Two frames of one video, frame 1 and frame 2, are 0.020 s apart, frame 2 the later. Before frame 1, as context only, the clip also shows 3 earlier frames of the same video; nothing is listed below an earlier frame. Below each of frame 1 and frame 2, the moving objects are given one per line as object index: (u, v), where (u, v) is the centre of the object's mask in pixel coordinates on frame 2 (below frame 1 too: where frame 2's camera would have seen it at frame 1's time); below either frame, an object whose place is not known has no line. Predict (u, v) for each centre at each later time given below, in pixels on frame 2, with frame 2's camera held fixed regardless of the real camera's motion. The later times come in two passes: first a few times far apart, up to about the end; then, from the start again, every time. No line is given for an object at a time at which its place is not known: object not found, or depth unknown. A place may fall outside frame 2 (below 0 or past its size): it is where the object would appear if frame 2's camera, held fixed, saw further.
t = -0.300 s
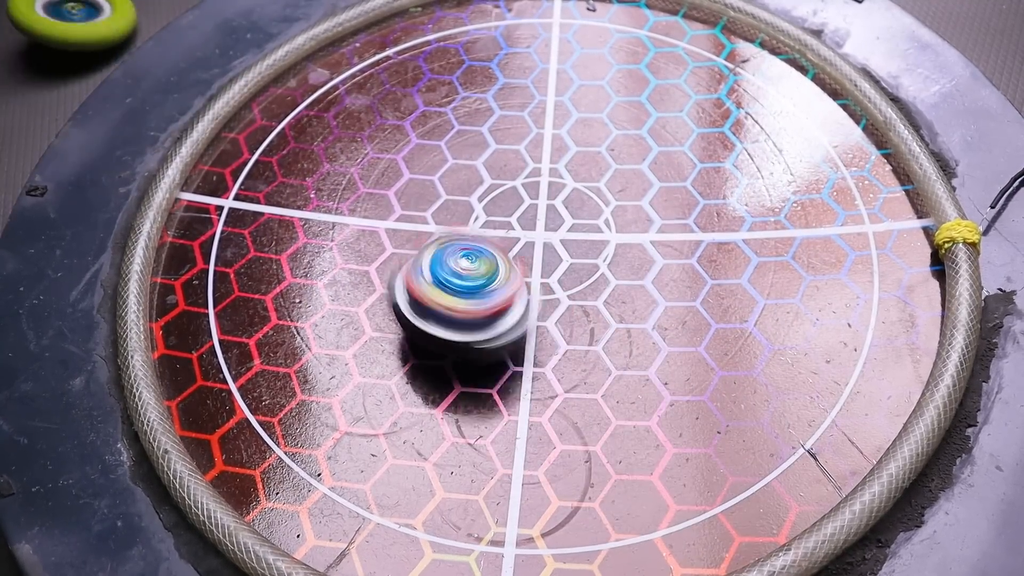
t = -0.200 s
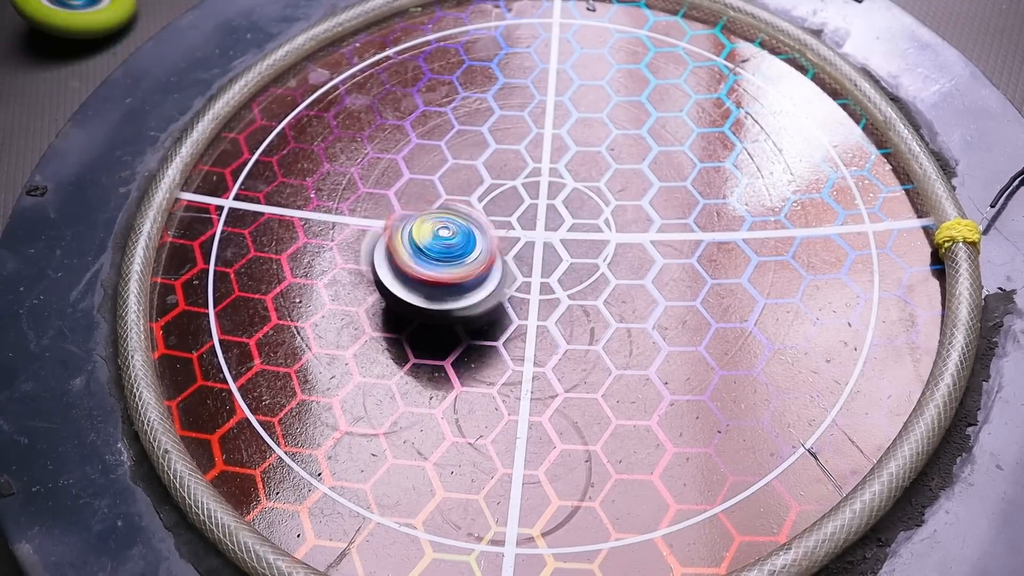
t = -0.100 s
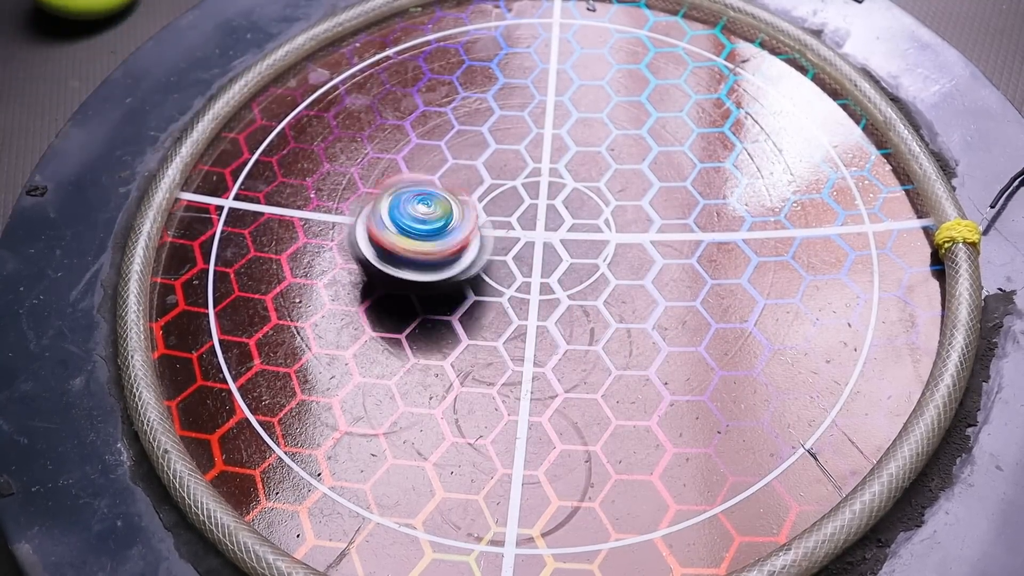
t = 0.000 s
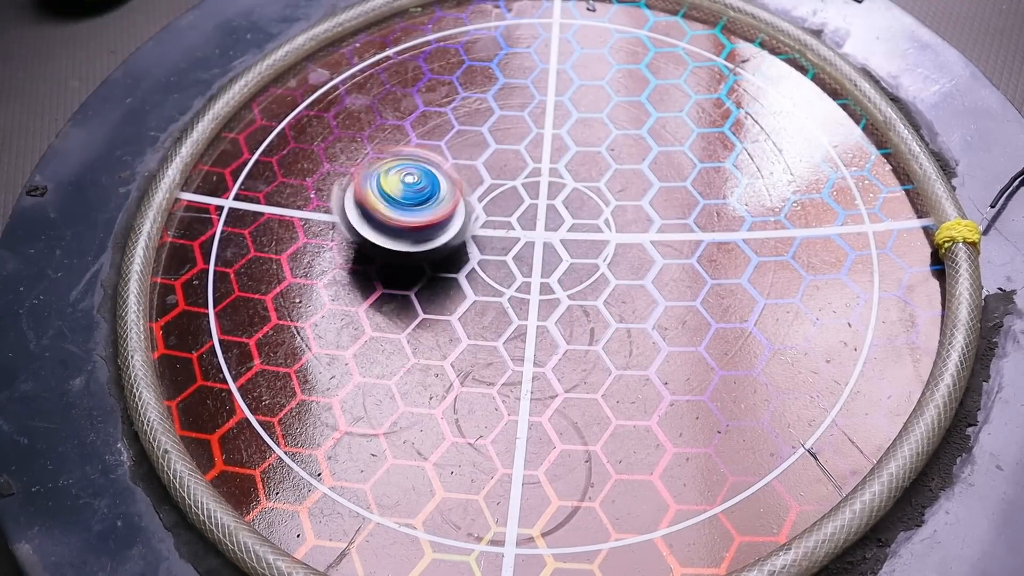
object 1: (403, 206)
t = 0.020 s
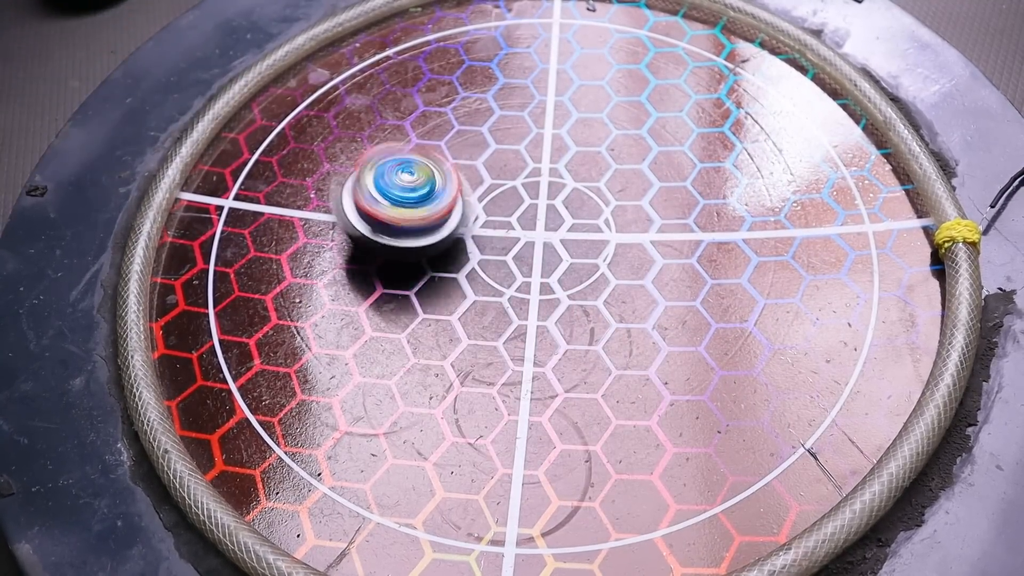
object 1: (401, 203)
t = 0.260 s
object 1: (390, 147)
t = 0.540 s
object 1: (409, 101)
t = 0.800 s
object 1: (449, 82)
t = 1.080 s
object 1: (512, 83)
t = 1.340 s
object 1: (575, 113)
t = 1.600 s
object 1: (626, 154)
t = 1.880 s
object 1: (655, 210)
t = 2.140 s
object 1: (645, 261)
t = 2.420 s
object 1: (596, 310)
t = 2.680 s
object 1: (524, 329)
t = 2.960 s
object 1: (454, 308)
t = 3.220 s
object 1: (411, 269)
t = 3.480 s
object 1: (396, 213)
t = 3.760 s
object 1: (412, 165)
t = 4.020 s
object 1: (445, 136)
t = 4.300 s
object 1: (498, 122)
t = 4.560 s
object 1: (549, 127)
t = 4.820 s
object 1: (591, 150)
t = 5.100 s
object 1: (617, 190)
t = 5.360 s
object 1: (620, 227)
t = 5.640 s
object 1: (584, 266)
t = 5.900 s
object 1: (539, 289)
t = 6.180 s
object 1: (479, 280)
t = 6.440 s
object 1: (438, 251)
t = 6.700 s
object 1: (421, 219)
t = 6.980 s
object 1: (424, 181)
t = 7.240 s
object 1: (447, 156)
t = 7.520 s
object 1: (483, 142)
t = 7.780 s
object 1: (520, 144)
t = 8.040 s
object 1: (554, 162)
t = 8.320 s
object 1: (580, 186)
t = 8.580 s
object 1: (583, 220)
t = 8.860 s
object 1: (569, 249)
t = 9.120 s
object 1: (546, 268)
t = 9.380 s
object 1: (512, 272)
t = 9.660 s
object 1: (480, 251)
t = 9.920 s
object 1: (462, 227)
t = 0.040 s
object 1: (399, 196)
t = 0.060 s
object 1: (399, 193)
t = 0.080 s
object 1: (396, 186)
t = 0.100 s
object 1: (396, 182)
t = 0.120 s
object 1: (393, 176)
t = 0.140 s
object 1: (393, 171)
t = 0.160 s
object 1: (390, 167)
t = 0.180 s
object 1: (391, 163)
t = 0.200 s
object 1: (389, 159)
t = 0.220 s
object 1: (390, 154)
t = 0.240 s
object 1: (389, 150)
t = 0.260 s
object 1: (390, 147)
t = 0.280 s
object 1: (389, 144)
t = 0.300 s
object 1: (391, 140)
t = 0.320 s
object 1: (391, 137)
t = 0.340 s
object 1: (393, 134)
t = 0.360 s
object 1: (393, 131)
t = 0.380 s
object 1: (395, 127)
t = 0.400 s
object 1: (396, 124)
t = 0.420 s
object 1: (398, 120)
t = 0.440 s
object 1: (399, 117)
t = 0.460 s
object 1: (401, 113)
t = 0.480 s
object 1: (402, 111)
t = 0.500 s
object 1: (404, 108)
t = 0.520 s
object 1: (407, 103)
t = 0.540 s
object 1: (409, 101)
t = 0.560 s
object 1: (413, 98)
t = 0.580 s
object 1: (414, 97)
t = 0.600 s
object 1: (418, 94)
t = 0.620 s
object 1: (420, 89)
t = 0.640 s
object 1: (424, 90)
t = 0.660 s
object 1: (426, 86)
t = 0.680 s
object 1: (430, 85)
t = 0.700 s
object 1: (432, 83)
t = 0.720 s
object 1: (435, 83)
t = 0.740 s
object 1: (438, 82)
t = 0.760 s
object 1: (441, 83)
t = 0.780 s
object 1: (444, 82)
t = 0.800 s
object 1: (449, 82)
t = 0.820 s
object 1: (452, 82)
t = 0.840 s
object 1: (457, 83)
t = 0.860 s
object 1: (461, 81)
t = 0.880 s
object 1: (467, 82)
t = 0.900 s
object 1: (471, 82)
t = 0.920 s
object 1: (476, 81)
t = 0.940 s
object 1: (480, 83)
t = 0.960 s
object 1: (485, 82)
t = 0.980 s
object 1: (489, 84)
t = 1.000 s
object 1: (495, 82)
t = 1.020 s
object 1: (498, 84)
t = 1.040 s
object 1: (503, 81)
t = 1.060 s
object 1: (506, 82)
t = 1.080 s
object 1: (512, 83)
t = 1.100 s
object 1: (516, 85)
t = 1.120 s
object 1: (520, 85)
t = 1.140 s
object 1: (526, 88)
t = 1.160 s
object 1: (529, 90)
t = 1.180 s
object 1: (535, 93)
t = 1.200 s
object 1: (539, 94)
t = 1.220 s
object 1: (545, 97)
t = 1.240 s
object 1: (550, 99)
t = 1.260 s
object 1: (555, 103)
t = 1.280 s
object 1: (560, 105)
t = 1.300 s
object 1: (565, 108)
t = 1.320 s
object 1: (569, 110)
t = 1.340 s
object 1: (575, 113)
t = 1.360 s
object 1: (579, 117)
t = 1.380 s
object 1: (585, 117)
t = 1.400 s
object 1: (590, 121)
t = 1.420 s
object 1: (595, 120)
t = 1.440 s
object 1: (597, 125)
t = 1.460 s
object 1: (602, 126)
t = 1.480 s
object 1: (606, 130)
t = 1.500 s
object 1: (609, 132)
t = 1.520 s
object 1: (612, 138)
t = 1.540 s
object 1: (615, 139)
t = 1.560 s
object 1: (620, 146)
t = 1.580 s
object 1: (623, 149)
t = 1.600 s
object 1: (626, 154)
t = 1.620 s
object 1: (629, 157)
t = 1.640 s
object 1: (633, 164)
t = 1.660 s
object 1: (635, 167)
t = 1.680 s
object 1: (641, 170)
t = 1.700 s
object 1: (642, 173)
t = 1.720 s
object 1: (646, 174)
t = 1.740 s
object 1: (647, 180)
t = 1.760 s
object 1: (650, 183)
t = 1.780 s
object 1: (652, 186)
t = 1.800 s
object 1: (651, 190)
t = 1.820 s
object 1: (653, 196)
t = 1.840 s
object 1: (653, 199)
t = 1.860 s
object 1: (655, 205)
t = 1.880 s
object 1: (655, 210)
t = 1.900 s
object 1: (656, 215)
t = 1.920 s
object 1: (656, 218)
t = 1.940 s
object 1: (657, 223)
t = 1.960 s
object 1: (656, 228)
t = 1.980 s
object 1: (658, 231)
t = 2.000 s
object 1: (656, 234)
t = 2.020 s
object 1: (658, 236)
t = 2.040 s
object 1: (656, 242)
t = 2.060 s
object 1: (656, 244)
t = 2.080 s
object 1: (656, 246)
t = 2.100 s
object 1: (648, 251)
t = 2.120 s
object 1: (647, 258)
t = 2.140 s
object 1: (645, 261)
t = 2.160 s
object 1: (644, 266)
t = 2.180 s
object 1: (640, 271)
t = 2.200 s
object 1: (638, 277)
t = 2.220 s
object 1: (634, 281)
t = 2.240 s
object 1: (633, 285)
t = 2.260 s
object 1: (629, 288)
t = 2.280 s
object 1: (629, 287)
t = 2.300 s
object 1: (625, 292)
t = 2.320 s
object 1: (619, 293)
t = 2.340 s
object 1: (618, 297)
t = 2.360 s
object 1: (610, 301)
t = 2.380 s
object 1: (605, 303)
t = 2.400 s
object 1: (600, 307)
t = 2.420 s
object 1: (596, 310)
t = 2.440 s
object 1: (590, 316)
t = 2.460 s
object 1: (586, 319)
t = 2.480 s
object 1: (580, 321)
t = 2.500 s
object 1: (577, 322)
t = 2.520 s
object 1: (571, 323)
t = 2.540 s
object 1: (567, 321)
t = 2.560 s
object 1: (562, 323)
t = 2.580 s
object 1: (553, 323)
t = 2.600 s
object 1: (547, 325)
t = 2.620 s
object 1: (541, 325)
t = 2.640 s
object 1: (536, 327)
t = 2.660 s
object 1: (529, 327)
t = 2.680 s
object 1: (524, 329)
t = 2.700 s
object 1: (518, 329)
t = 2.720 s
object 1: (512, 325)
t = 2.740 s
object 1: (508, 327)
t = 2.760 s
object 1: (500, 322)
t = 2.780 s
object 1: (497, 324)
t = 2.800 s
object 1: (489, 321)
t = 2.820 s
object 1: (484, 321)
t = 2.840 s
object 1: (478, 320)
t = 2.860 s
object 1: (475, 321)
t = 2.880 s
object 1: (469, 320)
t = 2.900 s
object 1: (467, 319)
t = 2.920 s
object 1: (461, 314)
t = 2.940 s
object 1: (460, 312)
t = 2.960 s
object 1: (454, 308)
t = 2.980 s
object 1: (449, 303)
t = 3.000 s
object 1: (444, 302)
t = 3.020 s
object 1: (440, 300)
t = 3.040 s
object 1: (437, 299)
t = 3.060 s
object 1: (433, 297)
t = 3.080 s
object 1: (432, 294)
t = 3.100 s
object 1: (429, 291)
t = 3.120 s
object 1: (428, 283)
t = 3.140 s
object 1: (425, 281)
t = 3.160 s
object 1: (419, 274)
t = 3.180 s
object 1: (416, 272)
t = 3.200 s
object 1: (412, 270)
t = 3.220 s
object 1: (411, 269)
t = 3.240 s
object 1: (408, 266)
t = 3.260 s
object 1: (408, 261)
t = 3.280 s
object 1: (405, 257)
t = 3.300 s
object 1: (407, 250)
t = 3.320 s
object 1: (404, 245)
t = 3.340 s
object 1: (401, 241)
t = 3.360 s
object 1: (400, 238)
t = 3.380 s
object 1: (397, 235)
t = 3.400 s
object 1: (397, 233)
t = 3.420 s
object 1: (397, 229)
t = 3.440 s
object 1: (397, 223)
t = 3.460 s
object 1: (396, 217)
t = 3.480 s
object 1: (396, 213)
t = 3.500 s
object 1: (399, 209)
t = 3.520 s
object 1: (396, 205)
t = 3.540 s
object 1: (396, 204)
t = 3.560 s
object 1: (397, 201)
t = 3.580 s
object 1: (399, 197)
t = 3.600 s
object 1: (400, 192)
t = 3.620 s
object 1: (400, 187)
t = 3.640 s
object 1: (402, 184)
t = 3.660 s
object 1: (400, 180)
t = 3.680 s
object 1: (404, 179)
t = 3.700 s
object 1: (404, 176)
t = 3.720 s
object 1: (408, 173)
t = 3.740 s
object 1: (409, 170)
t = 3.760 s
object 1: (412, 165)
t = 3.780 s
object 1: (412, 163)
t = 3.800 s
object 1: (415, 158)
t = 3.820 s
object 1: (417, 156)
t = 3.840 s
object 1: (419, 154)
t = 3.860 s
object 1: (423, 153)
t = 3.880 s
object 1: (425, 152)
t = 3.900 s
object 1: (428, 147)
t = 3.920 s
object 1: (431, 145)
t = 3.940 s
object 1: (433, 140)
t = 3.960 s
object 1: (437, 138)
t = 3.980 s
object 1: (438, 135)
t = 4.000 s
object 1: (442, 137)
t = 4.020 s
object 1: (445, 136)
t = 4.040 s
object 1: (449, 134)
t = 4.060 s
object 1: (453, 129)
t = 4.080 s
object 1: (456, 127)
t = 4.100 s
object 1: (459, 125)
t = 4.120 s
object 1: (461, 124)
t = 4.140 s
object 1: (467, 126)
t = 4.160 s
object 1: (471, 126)
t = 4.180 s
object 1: (476, 125)
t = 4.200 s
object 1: (479, 122)
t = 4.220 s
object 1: (482, 119)
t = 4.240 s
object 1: (485, 120)
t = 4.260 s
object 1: (489, 119)
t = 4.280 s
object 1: (494, 121)
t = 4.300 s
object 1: (498, 122)
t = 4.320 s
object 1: (503, 120)
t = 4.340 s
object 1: (506, 119)
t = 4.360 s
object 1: (510, 118)
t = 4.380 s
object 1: (514, 119)
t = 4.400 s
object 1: (516, 120)
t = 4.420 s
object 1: (521, 122)
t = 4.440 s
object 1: (525, 122)
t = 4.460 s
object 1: (530, 121)
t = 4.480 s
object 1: (534, 121)
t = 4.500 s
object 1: (536, 119)
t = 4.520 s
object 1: (540, 122)
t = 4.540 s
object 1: (544, 124)
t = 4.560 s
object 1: (549, 127)
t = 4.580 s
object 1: (553, 130)
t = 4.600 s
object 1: (559, 129)
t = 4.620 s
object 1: (563, 129)
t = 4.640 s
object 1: (564, 129)
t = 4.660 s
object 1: (567, 133)
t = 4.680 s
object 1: (570, 136)
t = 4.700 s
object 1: (574, 140)
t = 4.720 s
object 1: (577, 141)
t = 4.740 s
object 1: (584, 140)
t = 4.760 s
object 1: (584, 142)
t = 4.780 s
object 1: (586, 143)
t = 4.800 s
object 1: (589, 146)
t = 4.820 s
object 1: (591, 150)
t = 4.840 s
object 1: (596, 154)
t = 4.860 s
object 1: (599, 156)
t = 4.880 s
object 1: (602, 153)
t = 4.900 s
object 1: (602, 159)
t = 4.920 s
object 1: (603, 160)
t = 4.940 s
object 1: (605, 164)
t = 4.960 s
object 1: (607, 170)
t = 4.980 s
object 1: (611, 171)
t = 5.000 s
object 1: (612, 173)
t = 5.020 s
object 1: (613, 173)
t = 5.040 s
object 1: (612, 178)
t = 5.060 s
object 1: (614, 182)
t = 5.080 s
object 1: (616, 187)
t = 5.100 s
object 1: (617, 190)
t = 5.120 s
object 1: (621, 189)
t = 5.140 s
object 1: (621, 193)
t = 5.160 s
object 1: (617, 196)
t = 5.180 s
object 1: (618, 201)
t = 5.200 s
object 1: (619, 206)
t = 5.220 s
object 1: (622, 207)
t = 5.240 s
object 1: (621, 211)
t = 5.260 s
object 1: (621, 211)
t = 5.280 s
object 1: (619, 216)
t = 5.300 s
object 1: (618, 220)
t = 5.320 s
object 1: (619, 225)
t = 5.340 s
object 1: (618, 228)
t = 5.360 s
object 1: (620, 227)
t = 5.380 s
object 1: (619, 229)
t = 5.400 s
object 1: (613, 233)
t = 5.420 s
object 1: (611, 240)
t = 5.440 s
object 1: (609, 244)
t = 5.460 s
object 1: (610, 245)
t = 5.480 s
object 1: (608, 247)
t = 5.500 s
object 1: (604, 248)
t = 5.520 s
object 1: (601, 252)
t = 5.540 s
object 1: (598, 255)
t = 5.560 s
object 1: (598, 260)
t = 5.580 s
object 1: (595, 263)
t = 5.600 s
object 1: (594, 261)
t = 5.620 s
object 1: (588, 264)
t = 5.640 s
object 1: (584, 266)
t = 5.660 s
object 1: (582, 272)
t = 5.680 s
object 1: (579, 274)
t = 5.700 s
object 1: (579, 273)
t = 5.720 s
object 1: (574, 275)
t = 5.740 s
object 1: (568, 276)
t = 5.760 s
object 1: (564, 281)
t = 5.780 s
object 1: (560, 283)
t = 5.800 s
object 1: (559, 282)
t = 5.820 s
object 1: (557, 283)
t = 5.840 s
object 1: (550, 282)
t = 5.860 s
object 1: (545, 286)
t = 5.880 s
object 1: (541, 287)
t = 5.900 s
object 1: (539, 289)
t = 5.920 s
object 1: (536, 286)
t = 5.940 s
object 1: (529, 285)
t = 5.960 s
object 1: (524, 288)
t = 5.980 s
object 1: (521, 287)
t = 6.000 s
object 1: (519, 289)
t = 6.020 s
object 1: (513, 287)
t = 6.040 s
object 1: (508, 283)
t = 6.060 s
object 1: (504, 283)
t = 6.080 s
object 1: (499, 285)
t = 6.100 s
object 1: (497, 286)
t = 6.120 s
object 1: (492, 283)
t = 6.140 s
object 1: (488, 279)
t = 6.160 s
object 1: (483, 280)
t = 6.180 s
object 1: (479, 280)
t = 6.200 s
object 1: (476, 280)
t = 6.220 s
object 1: (473, 278)
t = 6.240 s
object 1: (470, 273)
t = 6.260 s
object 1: (465, 273)
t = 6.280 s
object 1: (462, 271)
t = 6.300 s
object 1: (460, 273)
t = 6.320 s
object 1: (458, 269)
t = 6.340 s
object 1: (454, 262)
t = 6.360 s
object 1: (451, 261)
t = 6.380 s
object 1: (446, 260)
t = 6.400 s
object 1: (445, 261)
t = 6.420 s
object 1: (442, 257)
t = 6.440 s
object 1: (438, 251)
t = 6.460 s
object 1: (435, 250)
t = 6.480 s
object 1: (433, 249)
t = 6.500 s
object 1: (432, 248)
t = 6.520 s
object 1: (432, 246)
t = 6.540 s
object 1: (429, 239)
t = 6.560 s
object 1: (427, 236)
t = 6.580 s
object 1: (425, 235)
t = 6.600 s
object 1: (425, 234)
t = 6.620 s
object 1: (424, 231)
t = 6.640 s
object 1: (423, 226)
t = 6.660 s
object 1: (421, 224)
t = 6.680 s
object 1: (420, 224)
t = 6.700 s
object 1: (421, 219)
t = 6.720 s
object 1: (421, 216)
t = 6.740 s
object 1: (419, 210)
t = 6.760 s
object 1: (420, 208)
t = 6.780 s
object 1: (419, 209)
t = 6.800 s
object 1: (421, 203)
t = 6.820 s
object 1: (420, 199)
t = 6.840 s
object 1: (419, 196)
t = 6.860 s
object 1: (420, 197)
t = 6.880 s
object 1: (420, 195)
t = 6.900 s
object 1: (420, 189)
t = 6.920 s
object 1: (421, 187)
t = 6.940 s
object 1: (420, 185)
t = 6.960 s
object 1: (423, 185)
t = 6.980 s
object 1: (424, 181)
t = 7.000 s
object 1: (426, 175)
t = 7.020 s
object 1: (426, 174)
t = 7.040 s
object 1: (427, 174)
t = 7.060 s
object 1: (431, 172)
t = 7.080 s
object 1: (431, 169)
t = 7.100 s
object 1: (431, 166)
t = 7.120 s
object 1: (435, 165)
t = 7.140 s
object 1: (436, 167)
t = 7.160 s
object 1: (440, 163)
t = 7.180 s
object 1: (441, 159)
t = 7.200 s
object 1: (441, 157)
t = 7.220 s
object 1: (445, 160)
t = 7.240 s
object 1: (447, 156)
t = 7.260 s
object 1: (449, 151)
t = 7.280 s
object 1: (451, 151)
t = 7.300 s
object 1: (453, 152)
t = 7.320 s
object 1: (457, 152)
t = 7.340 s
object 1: (460, 149)
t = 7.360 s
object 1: (461, 146)
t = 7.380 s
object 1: (464, 148)
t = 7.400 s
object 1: (467, 149)
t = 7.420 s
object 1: (470, 146)
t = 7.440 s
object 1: (472, 145)
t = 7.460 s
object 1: (474, 145)
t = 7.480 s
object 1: (478, 147)
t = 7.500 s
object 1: (481, 145)
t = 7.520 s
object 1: (483, 142)
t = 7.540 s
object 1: (486, 143)
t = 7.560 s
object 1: (489, 143)
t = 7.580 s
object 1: (494, 143)
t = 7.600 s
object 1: (495, 140)
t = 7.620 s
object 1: (497, 140)
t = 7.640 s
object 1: (501, 144)
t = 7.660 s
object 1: (504, 145)
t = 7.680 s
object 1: (508, 140)
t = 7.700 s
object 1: (511, 142)
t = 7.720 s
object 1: (512, 145)
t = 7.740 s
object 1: (517, 146)
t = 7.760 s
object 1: (521, 145)
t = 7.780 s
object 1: (520, 144)
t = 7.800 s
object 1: (524, 148)
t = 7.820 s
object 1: (527, 149)
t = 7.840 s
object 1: (531, 145)
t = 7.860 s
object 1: (532, 148)
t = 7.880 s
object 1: (534, 151)
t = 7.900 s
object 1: (539, 155)
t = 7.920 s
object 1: (542, 153)
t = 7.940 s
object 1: (542, 152)
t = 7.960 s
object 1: (544, 157)
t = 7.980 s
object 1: (547, 159)
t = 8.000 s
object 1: (553, 158)
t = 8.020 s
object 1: (552, 159)
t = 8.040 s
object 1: (554, 162)
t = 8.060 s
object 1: (558, 166)
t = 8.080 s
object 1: (561, 164)
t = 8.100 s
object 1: (561, 165)
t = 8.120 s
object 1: (563, 169)
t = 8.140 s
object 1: (565, 173)
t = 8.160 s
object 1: (571, 169)
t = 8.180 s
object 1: (569, 172)
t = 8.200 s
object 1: (570, 176)
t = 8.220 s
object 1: (575, 179)
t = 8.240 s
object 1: (576, 179)
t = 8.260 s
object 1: (575, 181)
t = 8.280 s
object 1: (577, 186)
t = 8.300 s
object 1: (579, 189)
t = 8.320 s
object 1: (580, 186)
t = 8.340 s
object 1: (579, 190)
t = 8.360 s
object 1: (580, 195)
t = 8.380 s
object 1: (584, 194)
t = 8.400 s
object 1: (585, 196)
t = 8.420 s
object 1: (582, 198)
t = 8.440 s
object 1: (584, 204)
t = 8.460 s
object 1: (585, 205)
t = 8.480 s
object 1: (586, 205)
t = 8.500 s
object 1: (583, 210)
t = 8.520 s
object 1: (584, 214)
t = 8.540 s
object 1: (587, 213)
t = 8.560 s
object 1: (584, 217)
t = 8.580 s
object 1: (583, 220)
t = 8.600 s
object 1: (586, 224)
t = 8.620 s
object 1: (585, 224)
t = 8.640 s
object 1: (583, 226)
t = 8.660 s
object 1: (582, 231)
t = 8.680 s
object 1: (582, 233)
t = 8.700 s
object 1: (581, 231)
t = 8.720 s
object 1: (578, 236)
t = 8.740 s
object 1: (577, 240)
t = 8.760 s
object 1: (580, 239)
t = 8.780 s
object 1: (576, 241)
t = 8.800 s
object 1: (573, 244)
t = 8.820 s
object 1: (575, 249)
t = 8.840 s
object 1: (574, 248)
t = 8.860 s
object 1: (569, 249)
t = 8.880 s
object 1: (569, 255)
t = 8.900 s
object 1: (568, 255)
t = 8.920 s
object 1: (566, 253)
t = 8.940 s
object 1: (564, 257)
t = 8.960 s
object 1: (562, 260)
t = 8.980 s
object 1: (564, 259)
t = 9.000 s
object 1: (560, 259)
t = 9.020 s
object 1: (556, 261)
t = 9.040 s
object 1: (556, 265)
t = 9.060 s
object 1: (553, 264)
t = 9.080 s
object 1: (549, 264)
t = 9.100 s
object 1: (548, 268)
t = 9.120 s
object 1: (546, 268)
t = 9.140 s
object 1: (541, 266)
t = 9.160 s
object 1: (539, 269)
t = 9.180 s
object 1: (538, 270)
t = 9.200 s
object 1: (539, 267)
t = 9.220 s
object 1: (532, 269)
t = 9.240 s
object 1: (529, 271)
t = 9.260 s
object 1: (529, 268)
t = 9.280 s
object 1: (523, 268)
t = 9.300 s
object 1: (520, 269)
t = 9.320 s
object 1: (522, 270)
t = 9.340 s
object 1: (518, 268)
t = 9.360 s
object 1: (513, 268)
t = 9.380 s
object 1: (512, 272)
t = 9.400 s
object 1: (510, 269)
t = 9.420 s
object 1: (505, 266)
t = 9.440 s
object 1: (503, 269)
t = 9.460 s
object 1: (501, 264)
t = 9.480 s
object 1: (500, 263)
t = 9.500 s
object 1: (496, 264)
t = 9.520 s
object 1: (493, 265)
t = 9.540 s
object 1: (491, 257)
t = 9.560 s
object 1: (488, 259)
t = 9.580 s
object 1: (486, 261)
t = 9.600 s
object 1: (486, 255)
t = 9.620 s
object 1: (481, 255)
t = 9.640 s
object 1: (479, 255)
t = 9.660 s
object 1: (480, 251)
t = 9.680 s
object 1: (478, 249)
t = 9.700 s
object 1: (474, 249)
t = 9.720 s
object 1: (474, 249)
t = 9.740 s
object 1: (473, 245)
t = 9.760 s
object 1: (468, 244)
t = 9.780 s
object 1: (469, 244)
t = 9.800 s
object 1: (468, 240)
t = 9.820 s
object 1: (465, 236)
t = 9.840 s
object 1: (465, 238)
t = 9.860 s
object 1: (464, 232)
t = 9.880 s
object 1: (462, 228)
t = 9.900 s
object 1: (461, 230)
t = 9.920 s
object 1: (462, 227)
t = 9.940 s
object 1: (459, 223)
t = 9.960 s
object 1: (458, 225)
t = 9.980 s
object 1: (458, 222)
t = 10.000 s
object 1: (456, 217)
